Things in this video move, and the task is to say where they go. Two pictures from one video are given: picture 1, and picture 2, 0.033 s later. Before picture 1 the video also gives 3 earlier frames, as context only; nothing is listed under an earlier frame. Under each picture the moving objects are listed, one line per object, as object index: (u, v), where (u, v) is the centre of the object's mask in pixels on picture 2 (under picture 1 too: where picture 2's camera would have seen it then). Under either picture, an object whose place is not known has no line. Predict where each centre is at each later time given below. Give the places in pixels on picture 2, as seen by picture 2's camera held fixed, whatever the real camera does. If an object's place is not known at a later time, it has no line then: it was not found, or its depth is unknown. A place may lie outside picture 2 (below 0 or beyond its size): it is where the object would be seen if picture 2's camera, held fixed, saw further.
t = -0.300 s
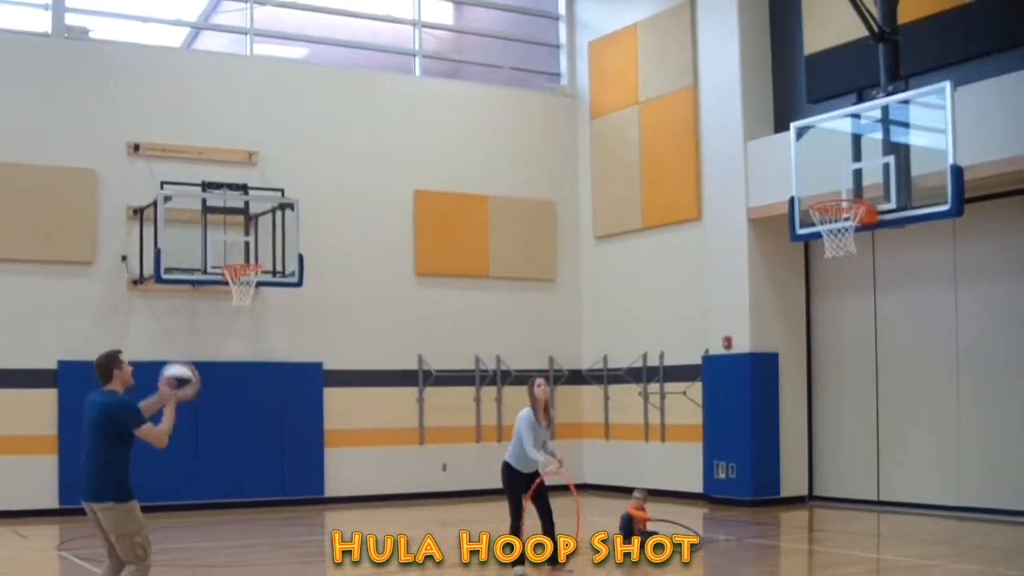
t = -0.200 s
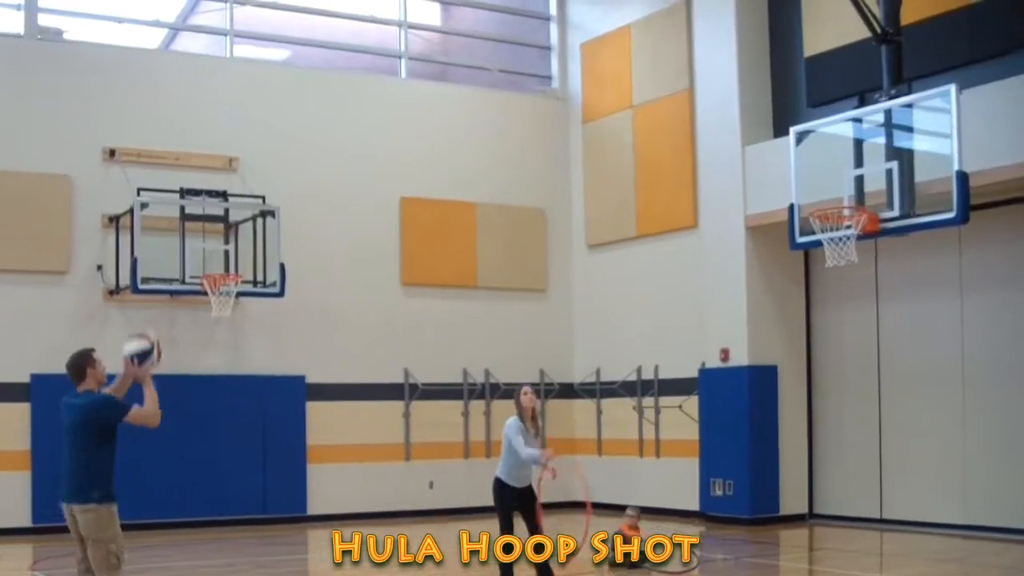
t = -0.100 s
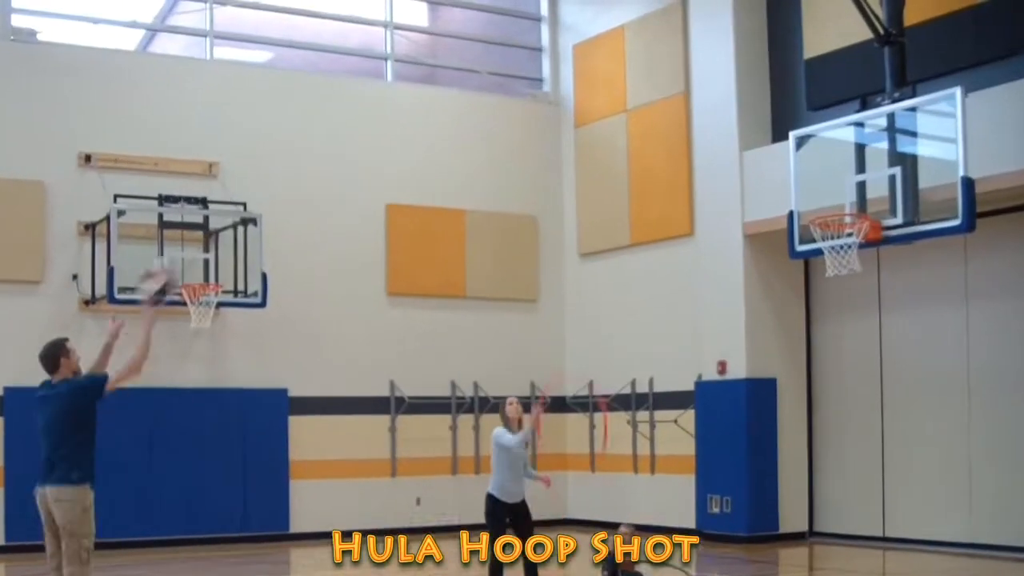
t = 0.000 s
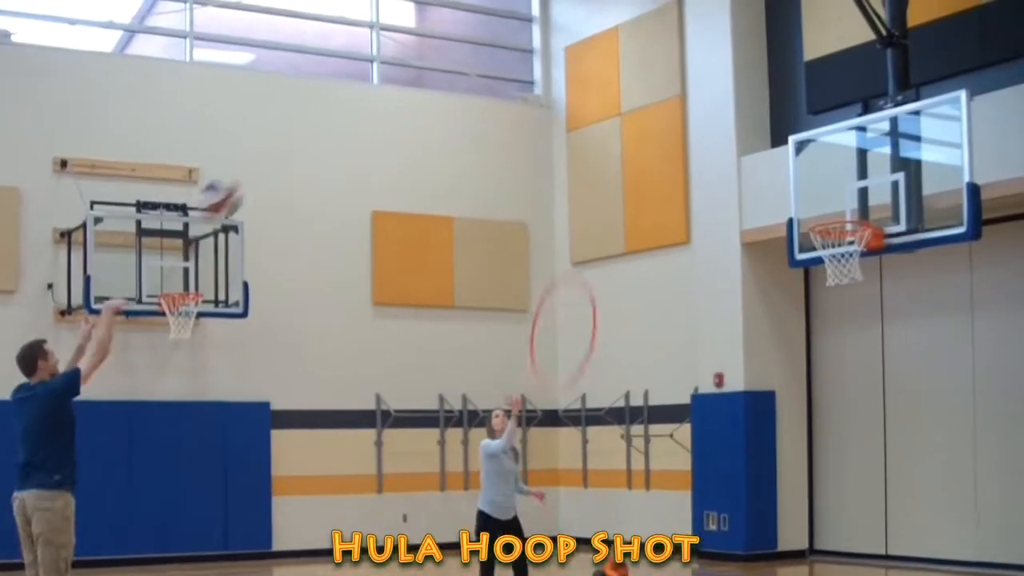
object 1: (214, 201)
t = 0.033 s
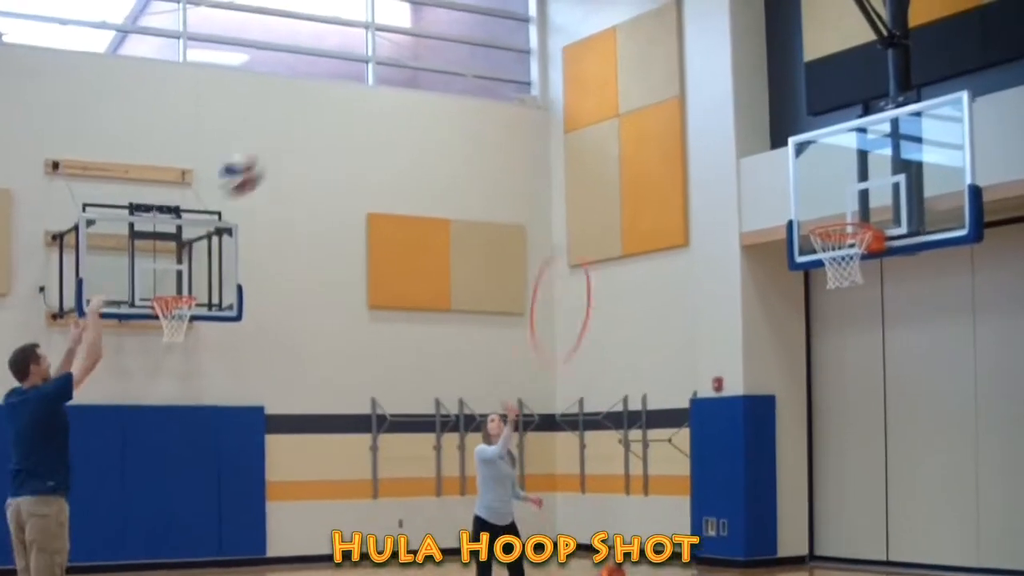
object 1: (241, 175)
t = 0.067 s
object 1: (266, 152)
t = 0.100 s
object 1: (293, 131)
